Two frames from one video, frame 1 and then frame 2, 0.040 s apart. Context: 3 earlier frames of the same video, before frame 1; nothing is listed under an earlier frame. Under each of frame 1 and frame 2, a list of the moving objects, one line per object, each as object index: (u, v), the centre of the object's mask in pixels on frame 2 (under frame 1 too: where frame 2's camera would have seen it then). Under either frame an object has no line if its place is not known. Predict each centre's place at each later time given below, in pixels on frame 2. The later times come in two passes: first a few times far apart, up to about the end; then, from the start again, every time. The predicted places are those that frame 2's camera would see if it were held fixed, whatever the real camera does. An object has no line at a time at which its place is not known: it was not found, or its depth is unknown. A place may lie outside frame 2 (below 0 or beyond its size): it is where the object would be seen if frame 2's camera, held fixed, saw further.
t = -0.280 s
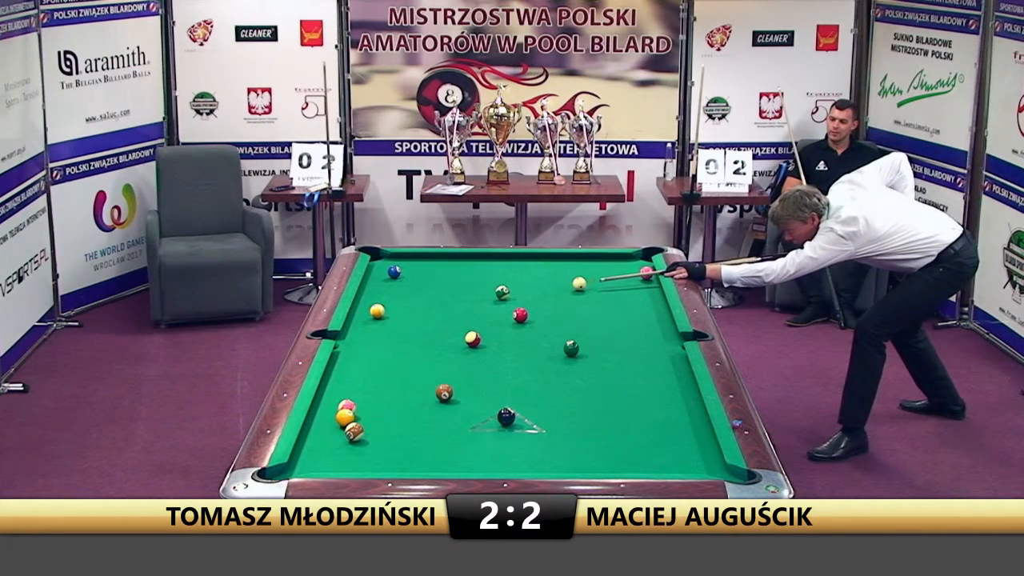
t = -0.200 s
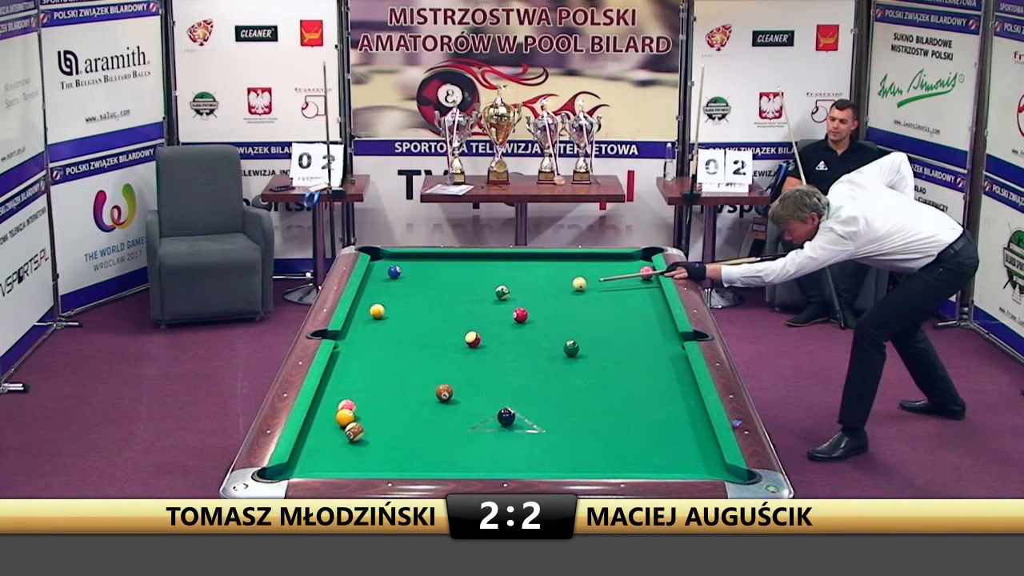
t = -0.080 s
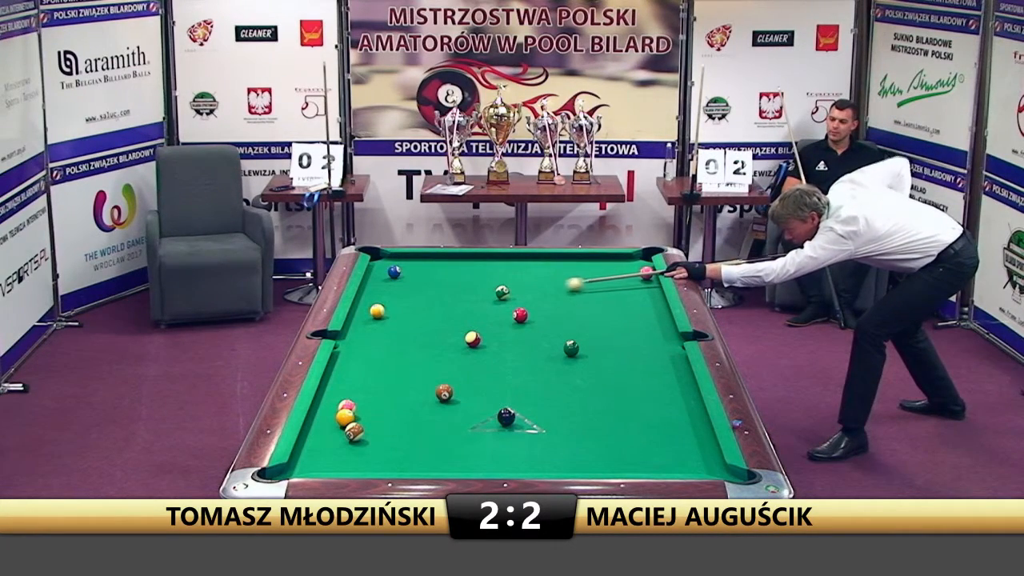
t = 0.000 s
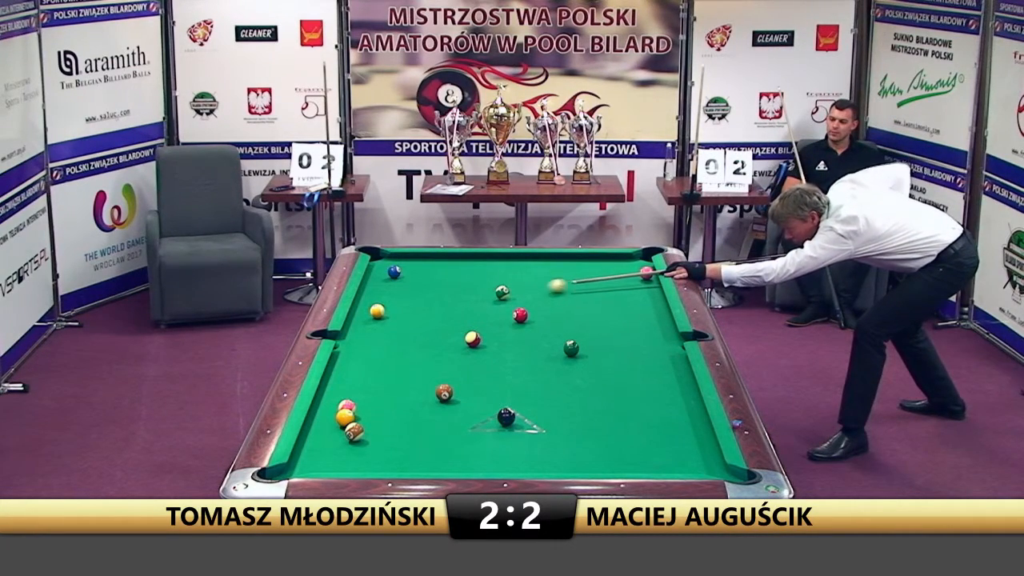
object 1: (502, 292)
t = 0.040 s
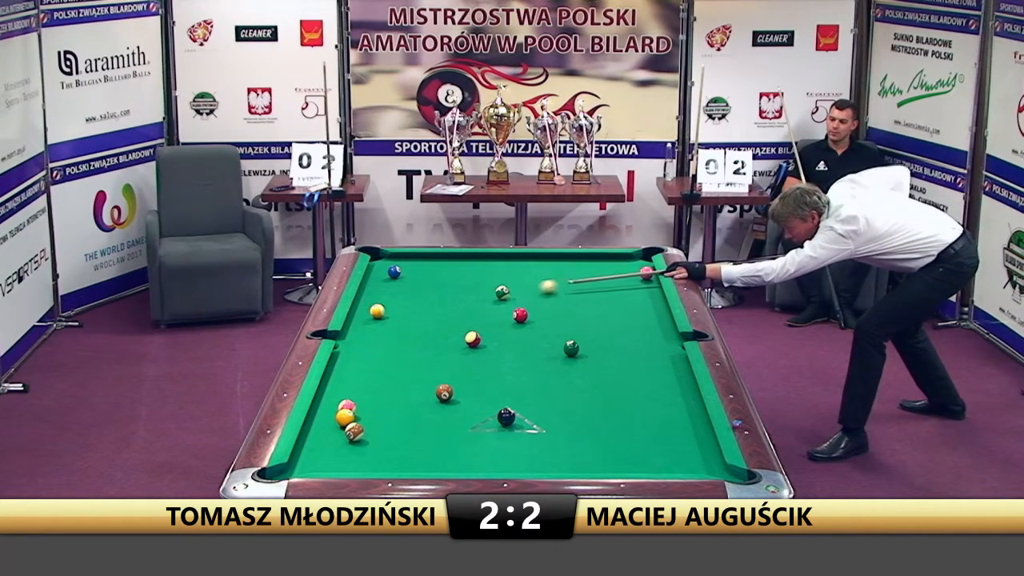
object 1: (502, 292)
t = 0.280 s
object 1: (493, 295)
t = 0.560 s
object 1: (467, 302)
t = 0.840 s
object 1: (441, 308)
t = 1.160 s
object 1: (413, 316)
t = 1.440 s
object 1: (387, 324)
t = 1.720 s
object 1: (363, 330)
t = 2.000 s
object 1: (341, 335)
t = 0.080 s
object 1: (502, 292)
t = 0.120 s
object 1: (502, 292)
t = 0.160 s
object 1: (502, 292)
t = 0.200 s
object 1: (502, 293)
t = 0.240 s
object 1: (498, 294)
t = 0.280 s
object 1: (493, 295)
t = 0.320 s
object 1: (489, 296)
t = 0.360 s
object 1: (486, 297)
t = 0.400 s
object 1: (483, 298)
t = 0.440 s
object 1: (478, 299)
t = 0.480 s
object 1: (474, 300)
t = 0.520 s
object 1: (471, 302)
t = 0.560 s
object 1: (467, 302)
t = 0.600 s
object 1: (463, 303)
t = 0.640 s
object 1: (459, 303)
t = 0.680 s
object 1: (456, 305)
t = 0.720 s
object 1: (453, 306)
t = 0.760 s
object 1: (449, 307)
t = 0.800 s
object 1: (445, 307)
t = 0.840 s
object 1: (441, 308)
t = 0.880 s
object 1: (438, 310)
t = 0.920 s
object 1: (435, 311)
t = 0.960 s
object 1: (430, 312)
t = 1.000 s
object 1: (426, 312)
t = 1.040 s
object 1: (423, 314)
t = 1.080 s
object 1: (420, 315)
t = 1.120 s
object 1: (417, 315)
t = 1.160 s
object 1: (413, 316)
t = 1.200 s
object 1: (409, 317)
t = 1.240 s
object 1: (405, 318)
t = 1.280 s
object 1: (402, 320)
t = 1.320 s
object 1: (399, 321)
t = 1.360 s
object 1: (395, 321)
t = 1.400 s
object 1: (391, 322)
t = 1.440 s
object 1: (387, 324)
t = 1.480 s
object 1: (384, 324)
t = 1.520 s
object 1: (382, 325)
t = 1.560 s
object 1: (378, 326)
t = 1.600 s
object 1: (374, 326)
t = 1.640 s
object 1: (370, 327)
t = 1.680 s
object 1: (366, 329)
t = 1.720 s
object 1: (363, 330)
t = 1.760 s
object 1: (360, 330)
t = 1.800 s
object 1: (357, 331)
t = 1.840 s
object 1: (352, 332)
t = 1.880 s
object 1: (350, 333)
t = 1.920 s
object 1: (347, 334)
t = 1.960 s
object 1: (344, 335)
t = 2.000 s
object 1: (341, 335)
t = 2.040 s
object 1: (337, 336)
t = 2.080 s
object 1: (334, 338)
